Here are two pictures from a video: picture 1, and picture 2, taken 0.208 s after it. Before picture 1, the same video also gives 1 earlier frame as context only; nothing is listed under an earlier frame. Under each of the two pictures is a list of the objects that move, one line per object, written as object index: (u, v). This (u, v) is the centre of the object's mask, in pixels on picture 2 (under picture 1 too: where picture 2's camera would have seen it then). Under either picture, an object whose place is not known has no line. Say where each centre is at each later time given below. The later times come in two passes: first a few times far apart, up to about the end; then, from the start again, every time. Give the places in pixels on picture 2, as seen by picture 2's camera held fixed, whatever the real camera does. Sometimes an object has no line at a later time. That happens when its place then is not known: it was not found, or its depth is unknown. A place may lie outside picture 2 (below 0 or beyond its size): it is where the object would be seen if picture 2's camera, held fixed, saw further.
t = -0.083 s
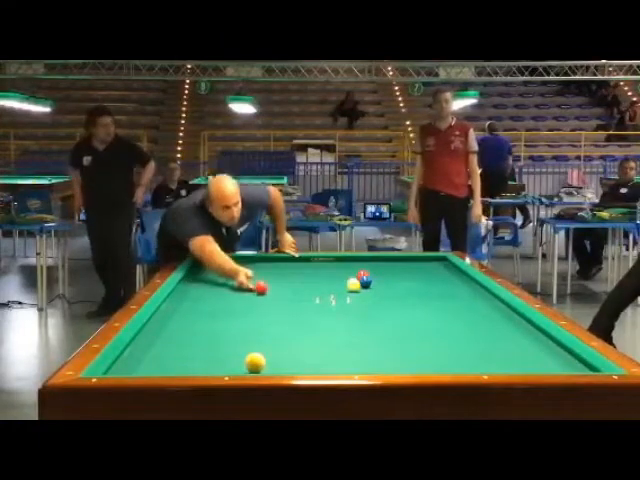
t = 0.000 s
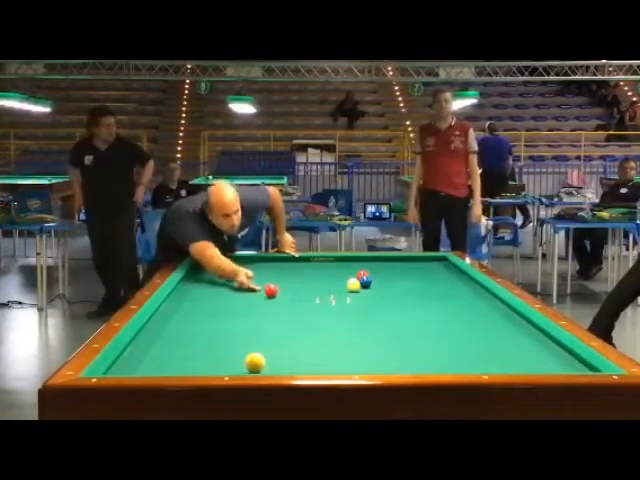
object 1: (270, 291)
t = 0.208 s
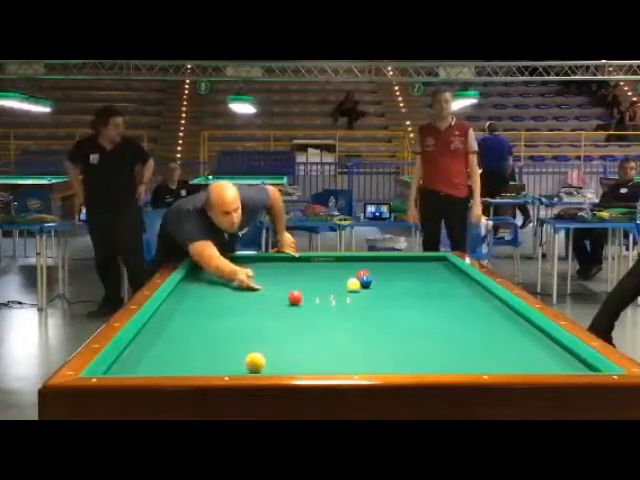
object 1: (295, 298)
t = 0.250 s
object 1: (299, 299)
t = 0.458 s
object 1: (325, 307)
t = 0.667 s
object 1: (354, 316)
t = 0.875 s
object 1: (385, 325)
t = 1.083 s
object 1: (420, 336)
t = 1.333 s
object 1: (466, 350)
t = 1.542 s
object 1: (509, 362)
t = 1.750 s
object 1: (548, 366)
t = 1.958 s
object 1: (559, 362)
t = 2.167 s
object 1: (564, 354)
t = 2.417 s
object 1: (542, 348)
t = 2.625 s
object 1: (525, 342)
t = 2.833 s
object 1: (510, 337)
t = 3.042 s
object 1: (496, 333)
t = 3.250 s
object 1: (483, 328)
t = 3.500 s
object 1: (469, 324)
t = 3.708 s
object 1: (458, 320)
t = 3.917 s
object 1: (448, 316)
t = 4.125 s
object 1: (438, 314)
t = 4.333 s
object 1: (428, 310)
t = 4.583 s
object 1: (418, 307)
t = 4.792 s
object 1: (410, 304)
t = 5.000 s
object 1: (403, 302)
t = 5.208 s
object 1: (395, 300)
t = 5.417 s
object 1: (389, 298)
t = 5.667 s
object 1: (381, 295)
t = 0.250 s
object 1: (299, 299)
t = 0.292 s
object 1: (304, 301)
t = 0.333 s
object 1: (310, 303)
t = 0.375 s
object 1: (315, 304)
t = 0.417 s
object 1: (320, 306)
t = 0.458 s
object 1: (325, 307)
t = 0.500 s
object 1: (331, 309)
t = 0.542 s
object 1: (336, 311)
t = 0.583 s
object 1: (342, 312)
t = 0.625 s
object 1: (348, 314)
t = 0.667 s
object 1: (354, 316)
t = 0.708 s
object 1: (360, 318)
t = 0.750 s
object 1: (366, 319)
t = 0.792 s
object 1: (372, 321)
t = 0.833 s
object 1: (378, 323)
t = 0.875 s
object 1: (385, 325)
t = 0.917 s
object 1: (391, 327)
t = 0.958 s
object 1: (398, 329)
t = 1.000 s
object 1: (405, 332)
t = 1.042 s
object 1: (412, 334)
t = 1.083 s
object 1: (420, 336)
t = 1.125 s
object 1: (427, 338)
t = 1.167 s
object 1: (434, 340)
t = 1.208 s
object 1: (441, 342)
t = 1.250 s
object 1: (449, 345)
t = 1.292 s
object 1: (457, 347)
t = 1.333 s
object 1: (466, 350)
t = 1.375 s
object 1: (474, 352)
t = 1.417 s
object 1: (482, 355)
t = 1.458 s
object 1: (491, 357)
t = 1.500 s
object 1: (500, 360)
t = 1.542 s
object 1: (509, 362)
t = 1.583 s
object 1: (518, 364)
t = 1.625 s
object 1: (527, 365)
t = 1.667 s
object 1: (537, 366)
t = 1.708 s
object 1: (546, 367)
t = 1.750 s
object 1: (548, 366)
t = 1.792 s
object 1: (550, 365)
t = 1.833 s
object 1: (552, 364)
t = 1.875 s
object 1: (554, 363)
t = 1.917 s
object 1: (557, 362)
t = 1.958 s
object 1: (559, 362)
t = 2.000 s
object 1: (562, 360)
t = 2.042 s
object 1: (565, 359)
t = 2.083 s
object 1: (567, 357)
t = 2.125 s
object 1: (568, 356)
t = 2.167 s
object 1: (564, 354)
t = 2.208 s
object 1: (560, 354)
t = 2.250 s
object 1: (556, 352)
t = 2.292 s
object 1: (553, 351)
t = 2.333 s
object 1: (549, 350)
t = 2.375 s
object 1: (545, 349)
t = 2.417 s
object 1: (542, 348)
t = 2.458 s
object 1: (539, 347)
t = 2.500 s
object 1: (535, 346)
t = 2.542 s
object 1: (532, 344)
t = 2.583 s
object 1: (528, 344)
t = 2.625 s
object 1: (525, 342)
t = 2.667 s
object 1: (523, 341)
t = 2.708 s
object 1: (519, 340)
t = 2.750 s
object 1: (516, 339)
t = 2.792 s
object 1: (513, 338)
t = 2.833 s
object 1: (510, 337)
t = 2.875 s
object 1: (508, 336)
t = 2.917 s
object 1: (505, 335)
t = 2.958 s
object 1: (502, 335)
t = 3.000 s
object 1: (499, 334)
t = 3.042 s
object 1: (496, 333)
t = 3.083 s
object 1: (493, 332)
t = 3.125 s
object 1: (491, 331)
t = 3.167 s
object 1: (489, 330)
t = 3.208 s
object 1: (486, 329)
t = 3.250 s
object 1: (483, 328)
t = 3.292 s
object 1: (481, 328)
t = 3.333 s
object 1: (478, 327)
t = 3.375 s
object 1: (476, 326)
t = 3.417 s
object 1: (474, 325)
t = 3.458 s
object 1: (471, 324)
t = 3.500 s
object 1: (469, 324)
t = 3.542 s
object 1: (467, 323)
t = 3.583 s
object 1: (465, 322)
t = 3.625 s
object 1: (462, 321)
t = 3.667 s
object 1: (460, 321)
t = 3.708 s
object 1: (458, 320)
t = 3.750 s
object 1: (456, 319)
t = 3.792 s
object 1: (454, 319)
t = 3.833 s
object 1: (452, 318)
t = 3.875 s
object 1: (449, 317)
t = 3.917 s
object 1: (448, 316)
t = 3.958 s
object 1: (445, 316)
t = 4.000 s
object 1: (444, 316)
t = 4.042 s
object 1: (441, 315)
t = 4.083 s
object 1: (439, 314)
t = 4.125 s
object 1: (438, 314)
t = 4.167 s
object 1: (436, 313)
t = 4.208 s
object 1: (434, 312)
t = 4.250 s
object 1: (432, 312)
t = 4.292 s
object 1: (430, 311)
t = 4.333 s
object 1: (428, 310)
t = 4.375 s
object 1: (427, 310)
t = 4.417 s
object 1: (425, 309)
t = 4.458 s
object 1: (423, 309)
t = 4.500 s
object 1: (422, 308)
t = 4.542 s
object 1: (420, 308)
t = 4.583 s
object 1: (418, 307)
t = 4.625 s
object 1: (416, 307)
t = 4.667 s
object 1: (415, 306)
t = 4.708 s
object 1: (413, 305)
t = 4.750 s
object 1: (412, 305)
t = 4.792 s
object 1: (410, 304)
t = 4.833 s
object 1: (408, 304)
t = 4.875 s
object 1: (407, 303)
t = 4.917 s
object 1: (406, 303)
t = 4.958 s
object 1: (404, 303)
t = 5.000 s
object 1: (403, 302)
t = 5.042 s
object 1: (401, 301)
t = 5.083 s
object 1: (400, 301)
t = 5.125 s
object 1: (399, 300)
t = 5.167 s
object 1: (397, 300)
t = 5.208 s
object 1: (395, 300)
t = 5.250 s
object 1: (394, 299)
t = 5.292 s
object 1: (393, 299)
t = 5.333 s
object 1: (392, 298)
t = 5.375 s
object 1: (390, 298)
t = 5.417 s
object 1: (389, 298)
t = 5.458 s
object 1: (388, 297)
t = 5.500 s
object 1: (386, 297)
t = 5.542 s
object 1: (385, 296)
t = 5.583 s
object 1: (384, 296)
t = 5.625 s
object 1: (383, 296)
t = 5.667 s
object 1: (381, 295)
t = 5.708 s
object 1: (380, 295)
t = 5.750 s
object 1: (379, 295)
